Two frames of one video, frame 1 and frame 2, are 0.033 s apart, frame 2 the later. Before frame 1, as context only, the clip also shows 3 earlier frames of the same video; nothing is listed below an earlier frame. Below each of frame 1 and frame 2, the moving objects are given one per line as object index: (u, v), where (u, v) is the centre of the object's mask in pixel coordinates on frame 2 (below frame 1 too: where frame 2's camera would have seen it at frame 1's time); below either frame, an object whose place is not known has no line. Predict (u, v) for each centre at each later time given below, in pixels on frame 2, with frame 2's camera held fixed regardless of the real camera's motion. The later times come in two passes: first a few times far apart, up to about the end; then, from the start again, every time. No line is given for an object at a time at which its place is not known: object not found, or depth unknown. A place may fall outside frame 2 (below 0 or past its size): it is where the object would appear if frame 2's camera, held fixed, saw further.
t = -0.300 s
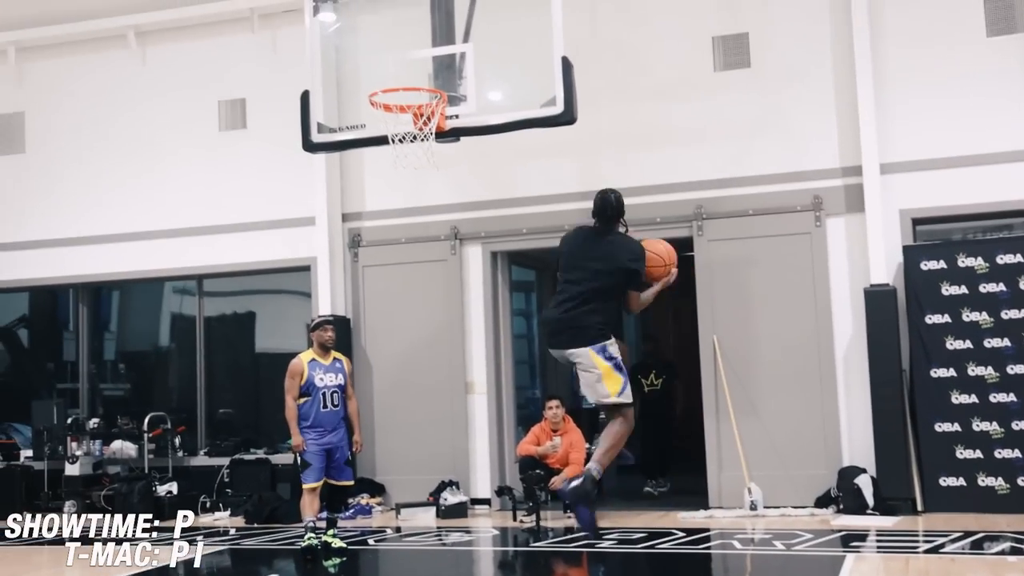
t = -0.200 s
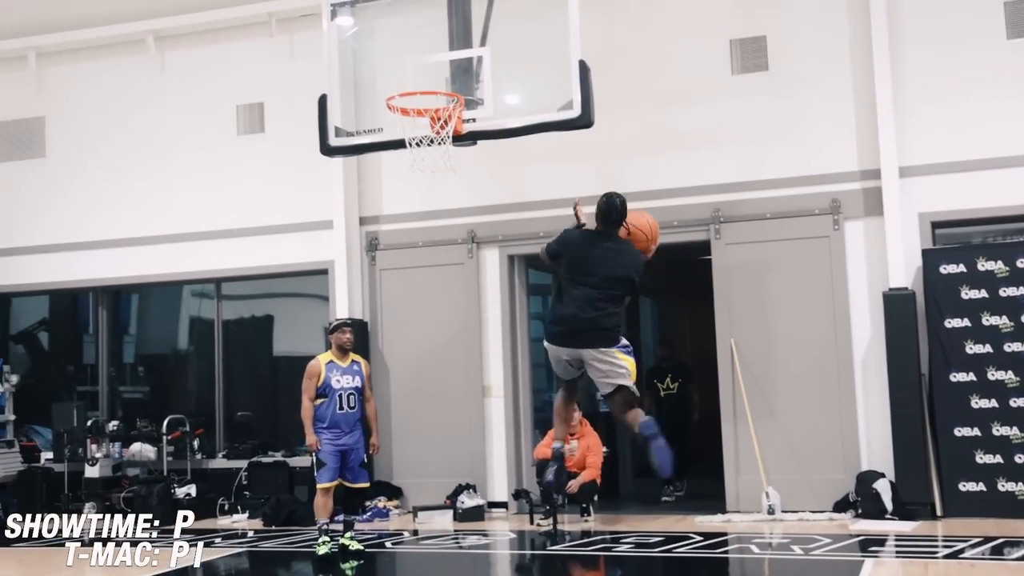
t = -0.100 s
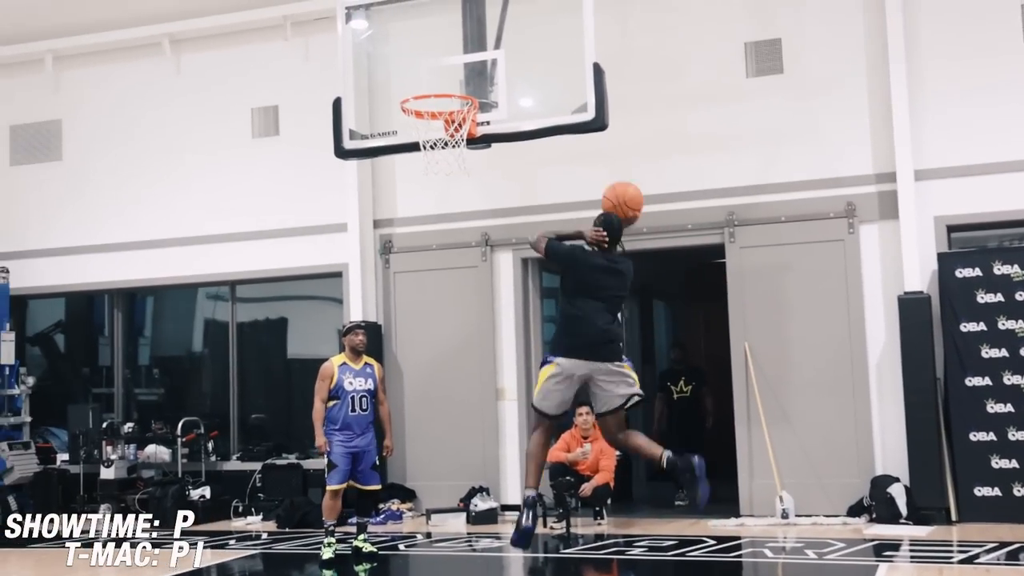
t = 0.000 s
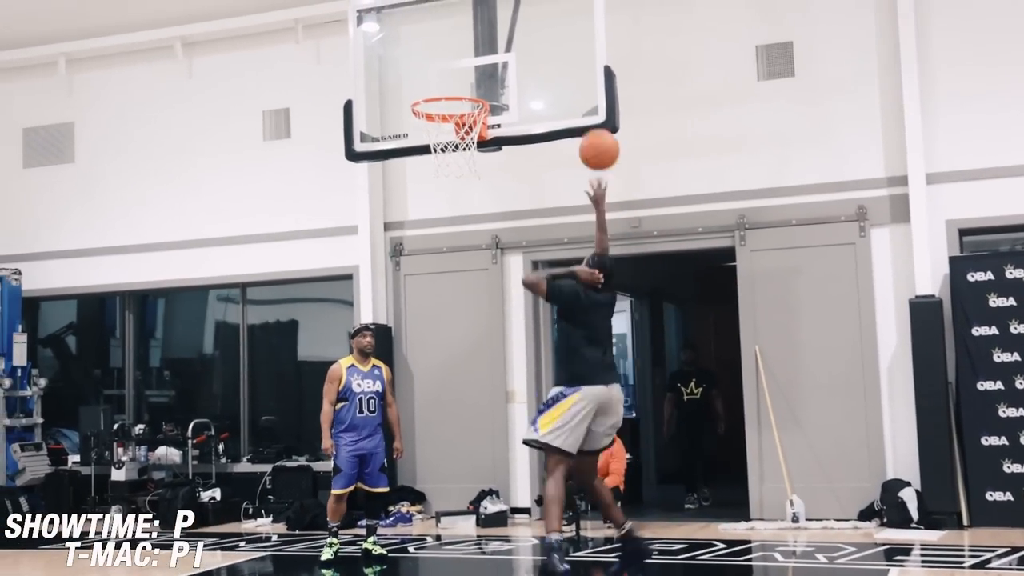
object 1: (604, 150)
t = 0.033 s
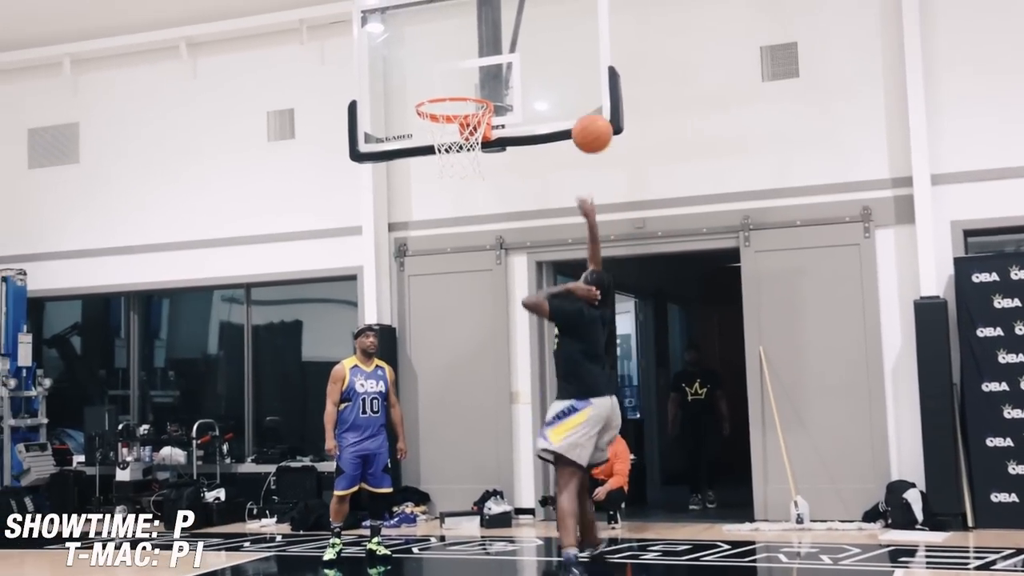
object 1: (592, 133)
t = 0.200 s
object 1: (539, 77)
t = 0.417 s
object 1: (476, 70)
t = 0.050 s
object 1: (586, 126)
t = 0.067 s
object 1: (581, 118)
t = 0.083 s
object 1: (575, 112)
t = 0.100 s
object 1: (569, 105)
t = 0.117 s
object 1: (564, 99)
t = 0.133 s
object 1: (559, 94)
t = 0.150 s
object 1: (554, 88)
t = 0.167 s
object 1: (549, 84)
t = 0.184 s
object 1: (544, 80)
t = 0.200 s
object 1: (539, 77)
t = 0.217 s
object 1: (534, 74)
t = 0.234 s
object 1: (529, 71)
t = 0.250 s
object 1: (524, 69)
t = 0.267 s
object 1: (520, 67)
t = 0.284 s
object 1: (515, 66)
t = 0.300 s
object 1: (510, 66)
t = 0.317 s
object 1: (506, 65)
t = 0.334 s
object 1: (501, 65)
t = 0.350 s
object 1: (496, 65)
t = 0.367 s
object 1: (491, 66)
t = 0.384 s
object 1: (486, 67)
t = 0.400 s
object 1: (481, 68)
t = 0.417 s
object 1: (476, 70)
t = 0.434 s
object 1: (470, 72)
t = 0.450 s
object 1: (465, 74)
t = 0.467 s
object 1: (460, 78)
